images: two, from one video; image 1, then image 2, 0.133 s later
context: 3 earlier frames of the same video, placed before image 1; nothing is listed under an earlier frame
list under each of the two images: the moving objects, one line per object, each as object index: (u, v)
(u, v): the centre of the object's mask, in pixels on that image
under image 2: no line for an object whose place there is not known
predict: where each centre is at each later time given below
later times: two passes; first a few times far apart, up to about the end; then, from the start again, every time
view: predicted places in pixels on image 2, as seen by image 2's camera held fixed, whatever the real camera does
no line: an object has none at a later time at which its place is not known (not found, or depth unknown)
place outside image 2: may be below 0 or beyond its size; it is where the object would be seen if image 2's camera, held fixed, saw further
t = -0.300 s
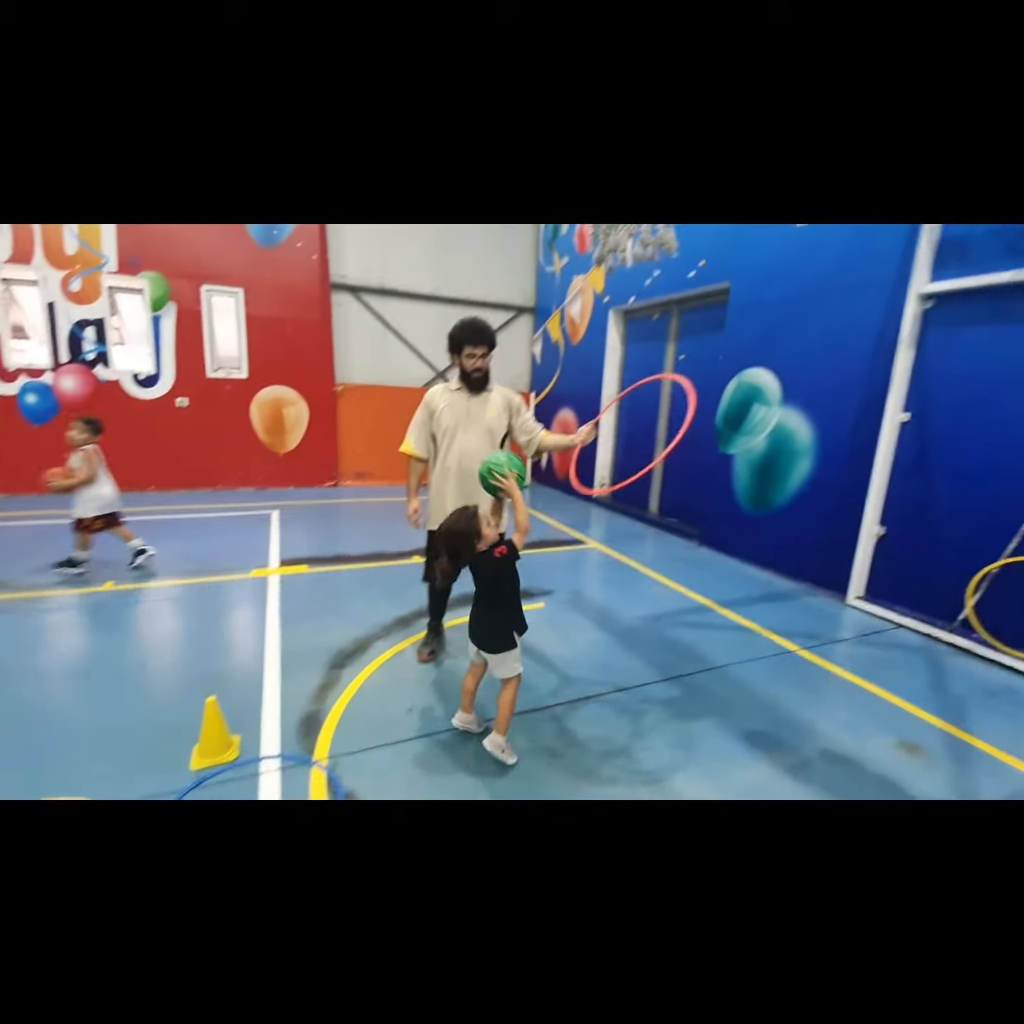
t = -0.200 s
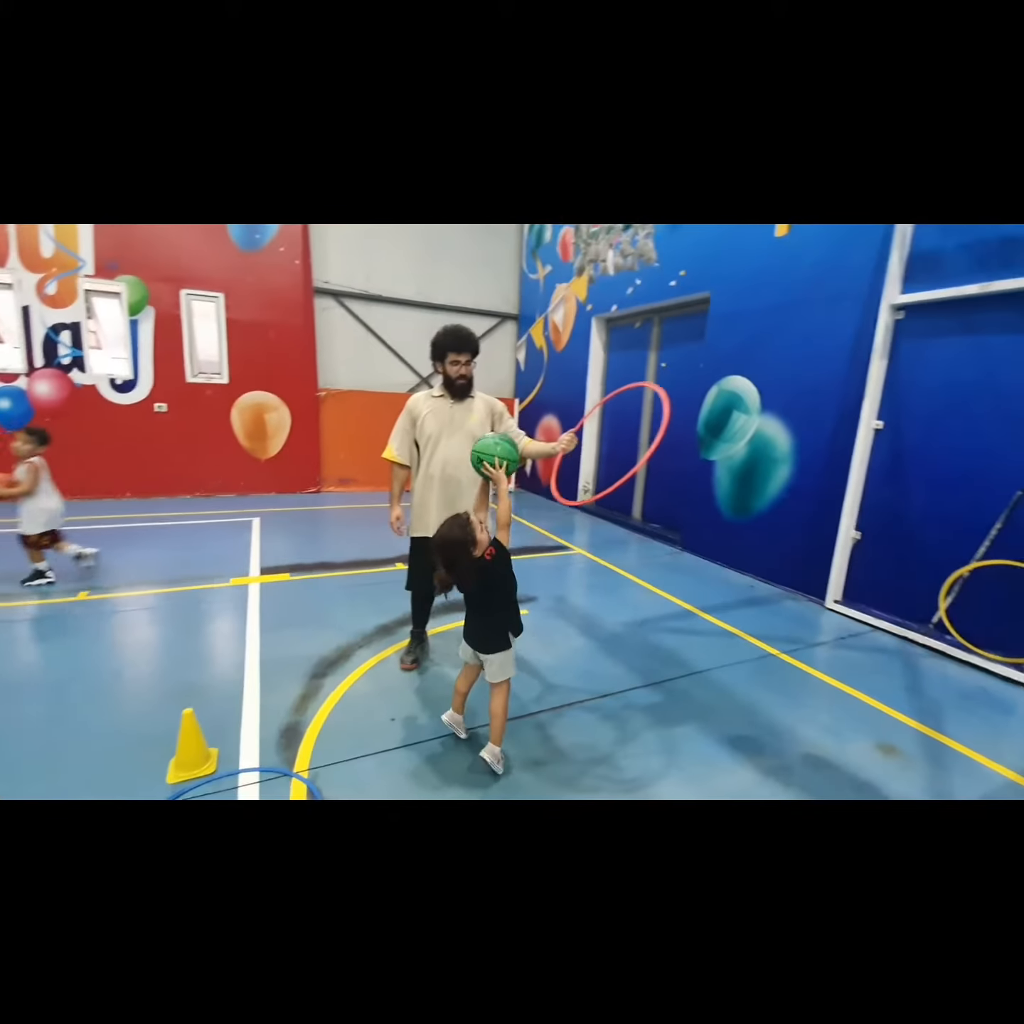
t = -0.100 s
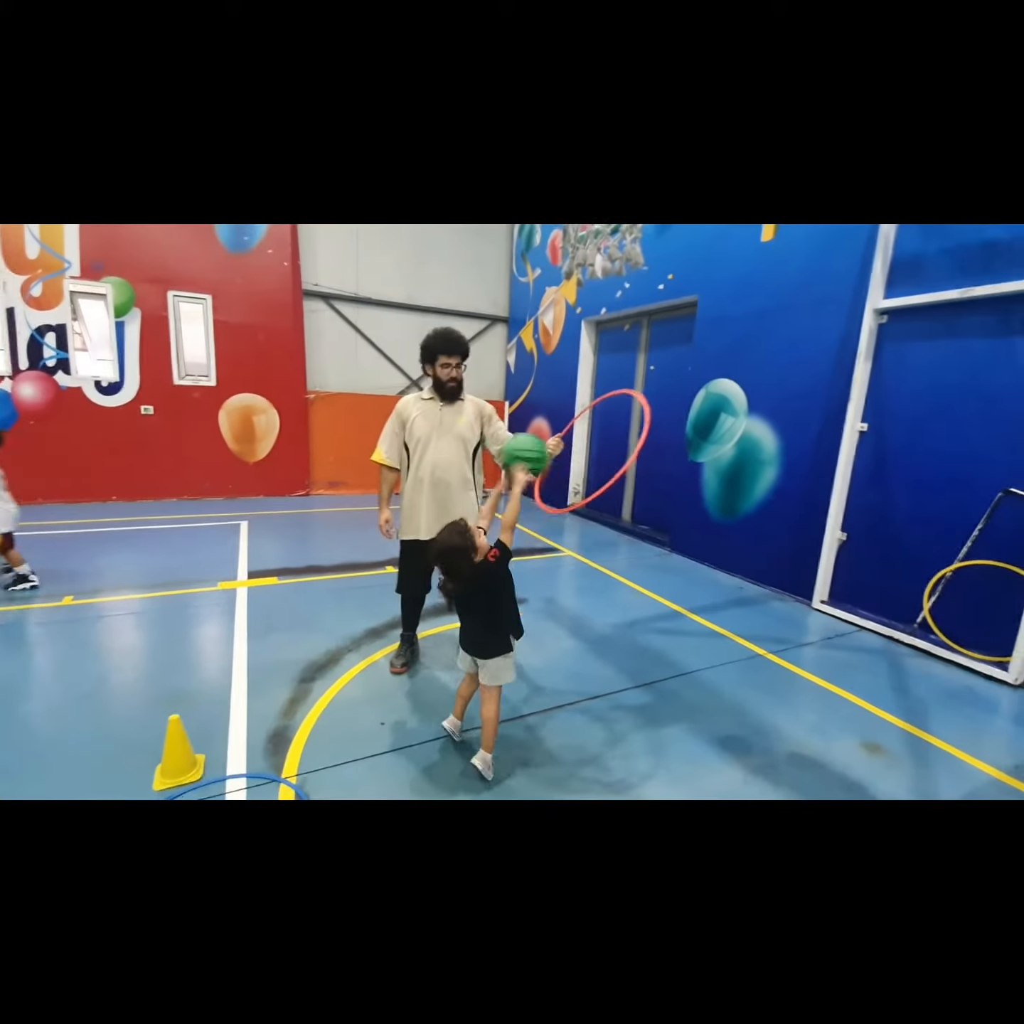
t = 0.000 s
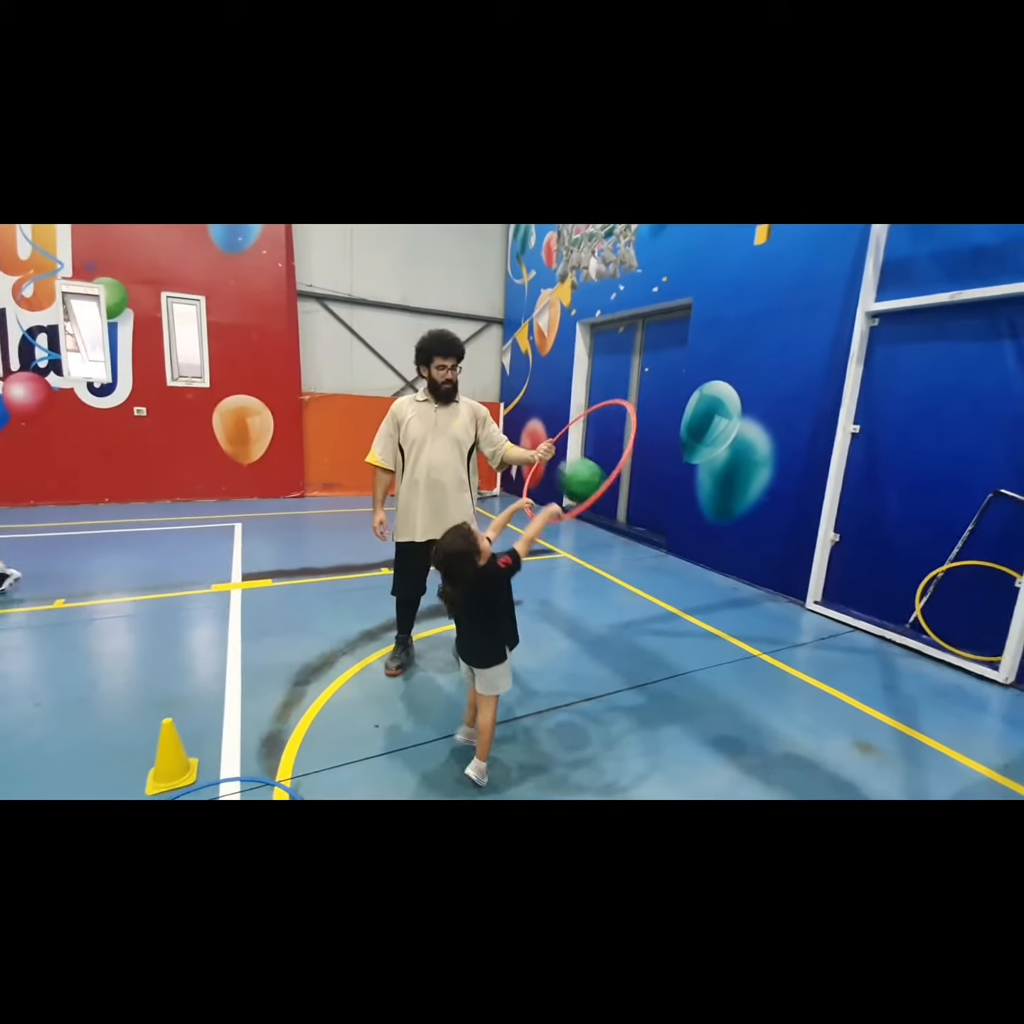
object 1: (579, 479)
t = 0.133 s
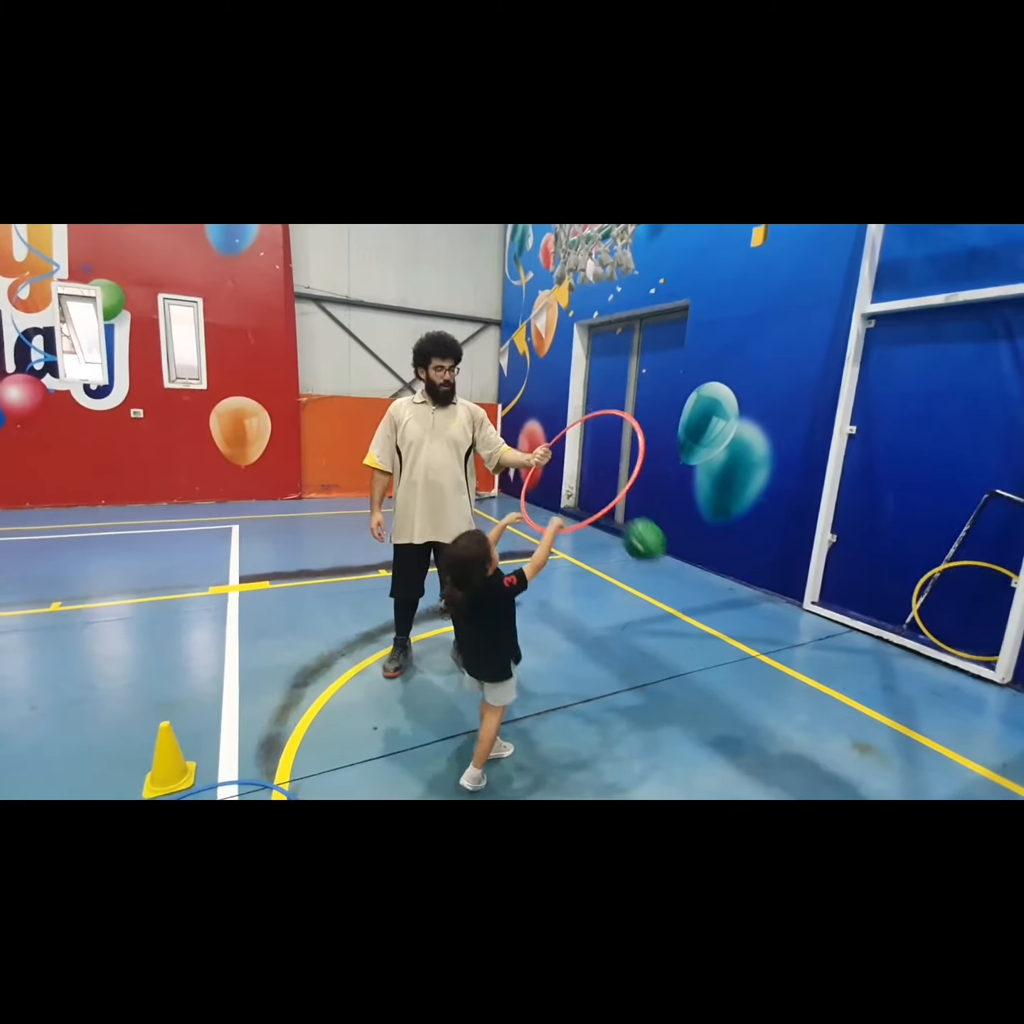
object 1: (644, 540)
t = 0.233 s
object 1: (683, 602)
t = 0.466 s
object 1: (745, 602)
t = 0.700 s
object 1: (790, 518)
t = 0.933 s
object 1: (817, 532)
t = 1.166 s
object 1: (826, 629)
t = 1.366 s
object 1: (864, 575)
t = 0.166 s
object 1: (658, 559)
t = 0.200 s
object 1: (671, 580)
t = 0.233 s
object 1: (683, 602)
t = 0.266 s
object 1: (694, 625)
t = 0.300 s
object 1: (704, 649)
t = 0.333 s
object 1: (713, 671)
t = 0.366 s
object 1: (722, 667)
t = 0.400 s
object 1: (730, 645)
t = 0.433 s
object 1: (738, 622)
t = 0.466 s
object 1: (745, 602)
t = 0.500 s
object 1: (753, 583)
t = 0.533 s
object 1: (760, 567)
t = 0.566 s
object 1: (766, 554)
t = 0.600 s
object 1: (773, 542)
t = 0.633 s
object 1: (779, 532)
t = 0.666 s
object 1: (785, 524)
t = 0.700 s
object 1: (790, 518)
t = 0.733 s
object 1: (795, 515)
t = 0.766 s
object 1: (799, 513)
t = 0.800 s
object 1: (803, 513)
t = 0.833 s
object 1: (807, 515)
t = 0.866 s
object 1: (811, 519)
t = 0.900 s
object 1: (814, 524)
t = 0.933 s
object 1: (817, 532)
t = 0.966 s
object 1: (819, 541)
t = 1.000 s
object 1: (822, 552)
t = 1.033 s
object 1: (824, 564)
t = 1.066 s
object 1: (826, 579)
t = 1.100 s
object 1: (826, 593)
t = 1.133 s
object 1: (827, 608)
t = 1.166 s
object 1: (826, 629)
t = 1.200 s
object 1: (827, 645)
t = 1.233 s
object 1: (834, 629)
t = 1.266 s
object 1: (844, 611)
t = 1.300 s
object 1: (851, 598)
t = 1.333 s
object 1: (858, 586)
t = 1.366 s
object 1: (864, 575)
